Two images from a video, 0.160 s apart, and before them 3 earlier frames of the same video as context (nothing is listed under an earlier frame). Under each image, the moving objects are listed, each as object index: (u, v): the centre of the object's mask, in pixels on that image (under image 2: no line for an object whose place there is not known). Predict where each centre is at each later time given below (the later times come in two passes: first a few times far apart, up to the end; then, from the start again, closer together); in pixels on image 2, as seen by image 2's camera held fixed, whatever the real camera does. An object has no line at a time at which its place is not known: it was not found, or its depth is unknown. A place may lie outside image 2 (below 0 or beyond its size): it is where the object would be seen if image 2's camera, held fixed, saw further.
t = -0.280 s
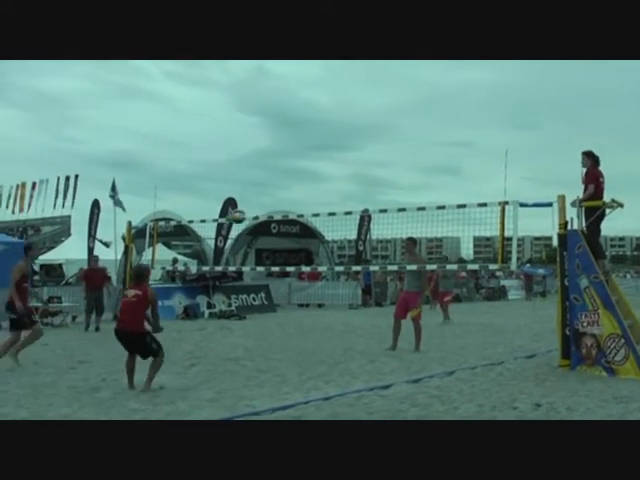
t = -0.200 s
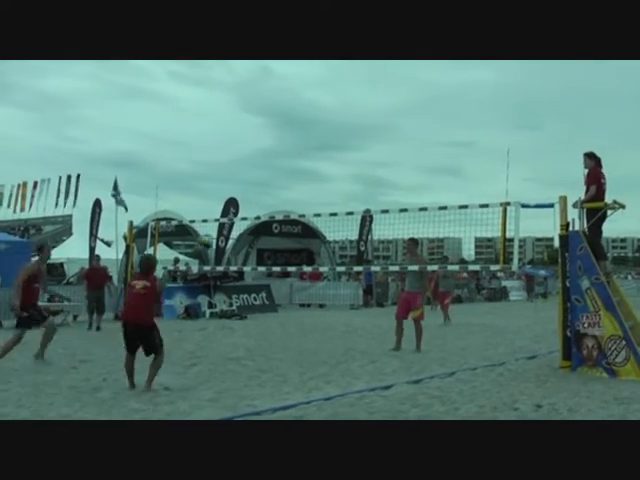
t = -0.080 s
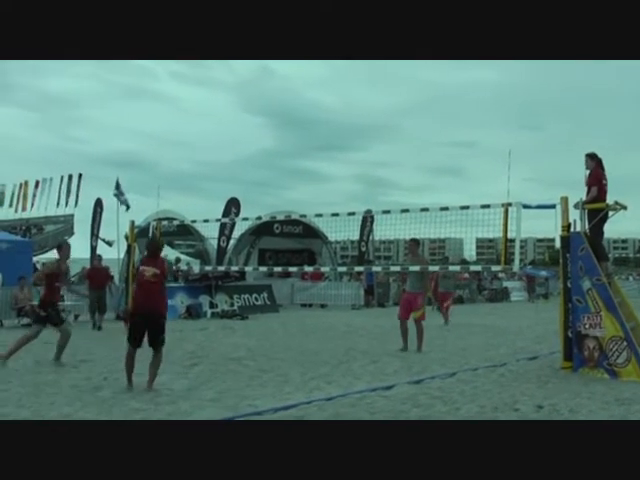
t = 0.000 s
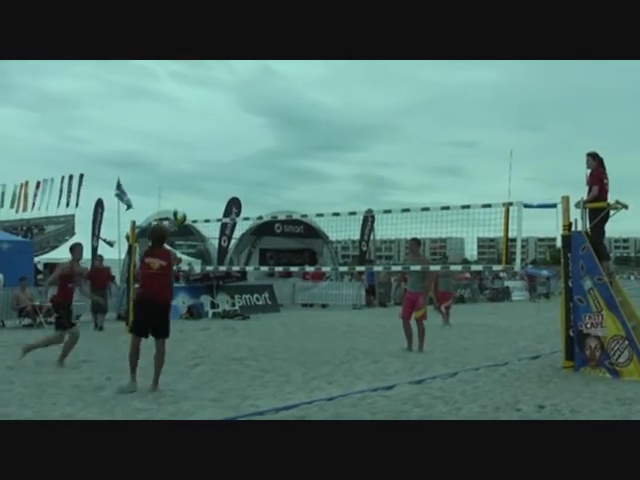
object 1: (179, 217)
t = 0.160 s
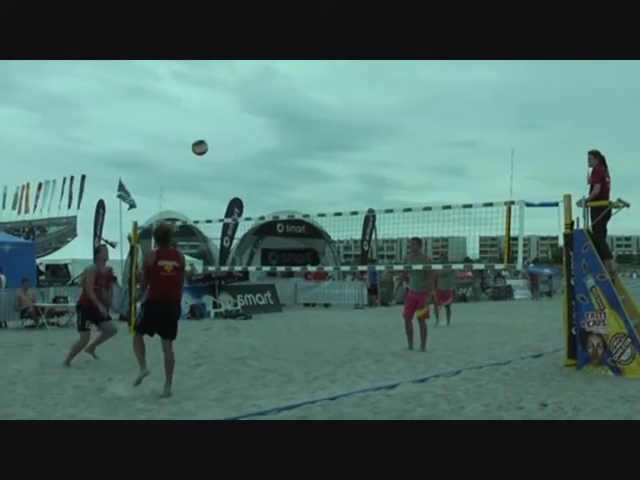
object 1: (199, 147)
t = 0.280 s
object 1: (214, 109)
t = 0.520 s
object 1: (240, 70)
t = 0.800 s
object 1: (267, 75)
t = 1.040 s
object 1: (288, 120)
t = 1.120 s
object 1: (295, 142)
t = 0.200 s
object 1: (204, 133)
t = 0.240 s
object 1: (209, 121)
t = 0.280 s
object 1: (214, 109)
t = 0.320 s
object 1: (218, 99)
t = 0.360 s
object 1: (223, 91)
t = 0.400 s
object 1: (228, 84)
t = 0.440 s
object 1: (232, 78)
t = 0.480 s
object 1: (236, 73)
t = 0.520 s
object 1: (240, 70)
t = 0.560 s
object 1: (244, 69)
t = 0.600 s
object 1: (248, 69)
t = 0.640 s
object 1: (252, 69)
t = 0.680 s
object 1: (256, 69)
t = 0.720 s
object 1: (260, 70)
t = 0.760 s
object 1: (263, 72)
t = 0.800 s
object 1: (267, 75)
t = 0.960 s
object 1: (282, 101)
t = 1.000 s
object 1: (285, 110)
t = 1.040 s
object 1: (288, 120)
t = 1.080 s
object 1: (291, 131)
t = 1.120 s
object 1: (295, 142)
